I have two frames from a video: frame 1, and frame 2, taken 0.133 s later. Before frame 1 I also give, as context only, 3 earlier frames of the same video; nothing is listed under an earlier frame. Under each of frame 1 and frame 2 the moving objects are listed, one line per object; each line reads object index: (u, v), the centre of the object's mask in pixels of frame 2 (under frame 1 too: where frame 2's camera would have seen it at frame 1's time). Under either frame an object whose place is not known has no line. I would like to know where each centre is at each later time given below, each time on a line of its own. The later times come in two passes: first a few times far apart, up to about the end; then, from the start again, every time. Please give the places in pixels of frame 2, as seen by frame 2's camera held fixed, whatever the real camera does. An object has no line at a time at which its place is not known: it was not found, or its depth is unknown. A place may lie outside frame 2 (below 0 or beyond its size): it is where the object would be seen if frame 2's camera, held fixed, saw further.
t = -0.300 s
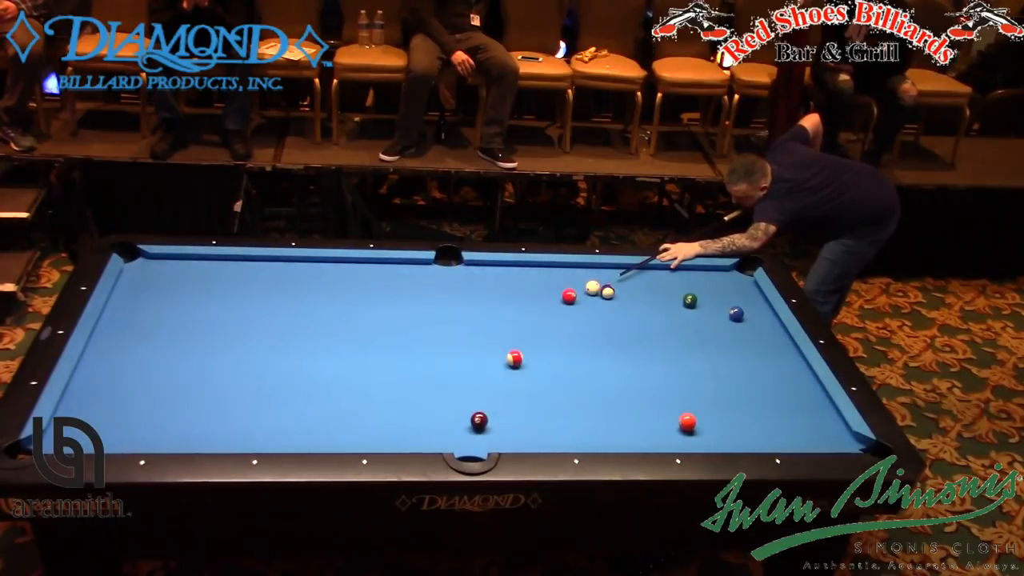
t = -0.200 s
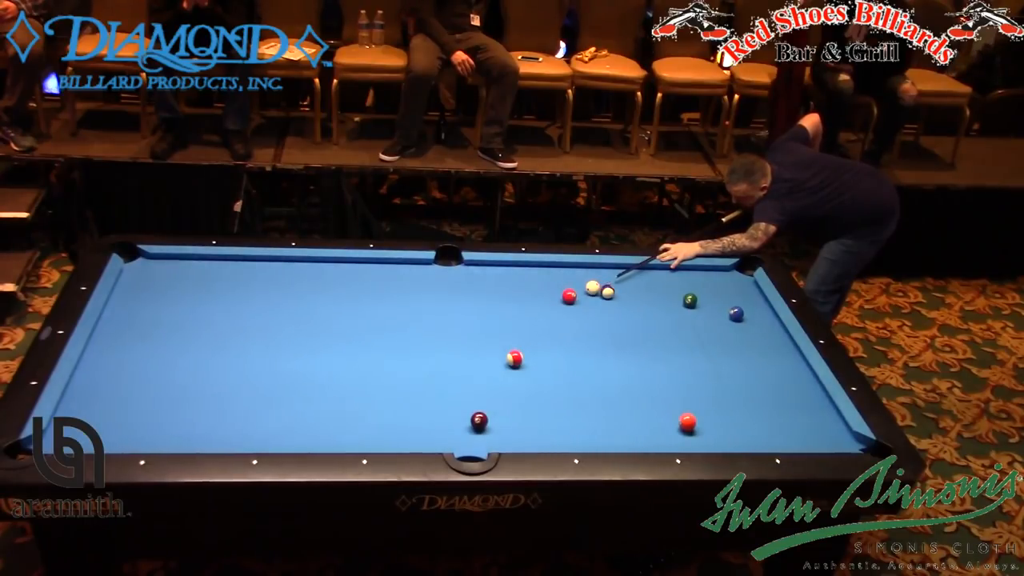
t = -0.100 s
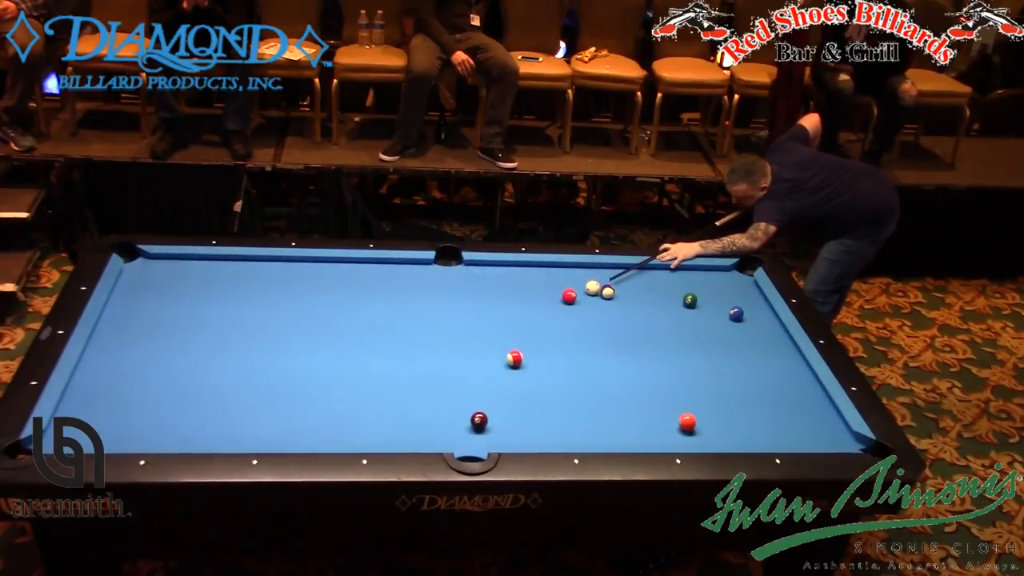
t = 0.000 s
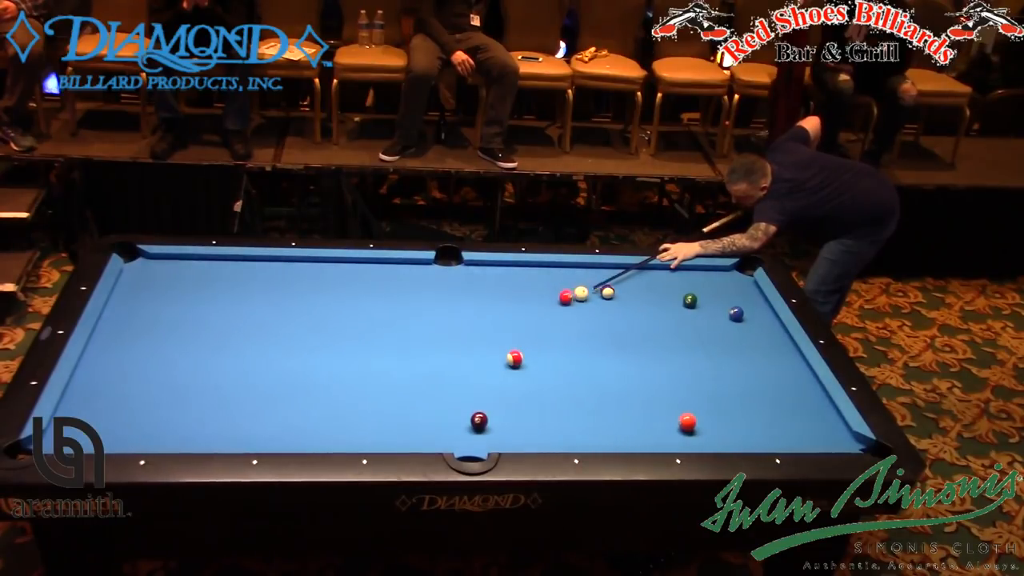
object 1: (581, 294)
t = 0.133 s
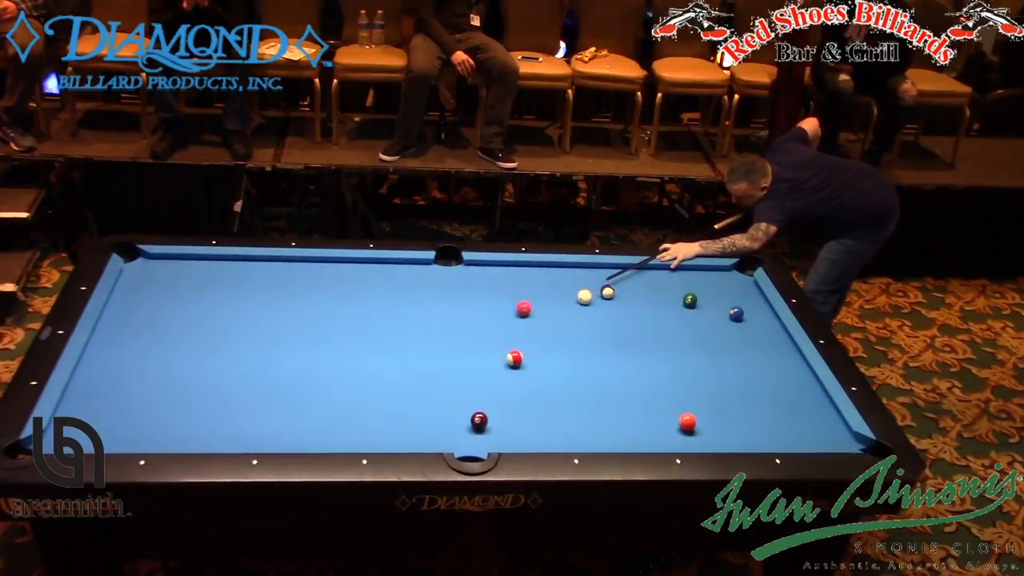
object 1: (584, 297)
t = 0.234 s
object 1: (587, 300)
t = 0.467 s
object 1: (592, 305)
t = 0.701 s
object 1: (598, 310)
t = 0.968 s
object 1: (604, 316)
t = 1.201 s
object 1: (608, 320)
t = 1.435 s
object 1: (612, 323)
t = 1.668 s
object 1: (616, 327)
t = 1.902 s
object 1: (619, 329)
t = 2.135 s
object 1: (621, 331)
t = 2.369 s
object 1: (623, 333)
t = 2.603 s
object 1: (623, 334)
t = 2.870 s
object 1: (624, 334)
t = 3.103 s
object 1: (624, 334)
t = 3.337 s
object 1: (624, 334)
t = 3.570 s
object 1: (624, 334)
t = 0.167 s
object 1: (585, 298)
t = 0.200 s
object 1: (586, 299)
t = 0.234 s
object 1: (587, 300)
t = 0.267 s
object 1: (588, 300)
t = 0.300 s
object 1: (588, 301)
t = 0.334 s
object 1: (589, 302)
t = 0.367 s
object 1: (590, 303)
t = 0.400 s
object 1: (591, 304)
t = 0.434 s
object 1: (592, 304)
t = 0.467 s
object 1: (592, 305)
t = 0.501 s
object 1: (593, 306)
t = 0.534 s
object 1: (594, 307)
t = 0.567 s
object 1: (595, 307)
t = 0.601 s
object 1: (596, 308)
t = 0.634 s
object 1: (597, 309)
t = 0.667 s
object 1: (597, 309)
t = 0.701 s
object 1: (598, 310)
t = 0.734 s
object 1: (599, 311)
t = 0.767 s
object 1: (600, 311)
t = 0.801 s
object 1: (600, 312)
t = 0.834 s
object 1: (601, 313)
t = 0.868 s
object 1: (602, 314)
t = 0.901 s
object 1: (603, 314)
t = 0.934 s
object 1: (603, 315)
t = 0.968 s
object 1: (604, 316)
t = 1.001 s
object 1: (605, 316)
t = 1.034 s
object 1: (605, 317)
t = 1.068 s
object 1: (606, 317)
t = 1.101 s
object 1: (607, 318)
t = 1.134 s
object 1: (607, 318)
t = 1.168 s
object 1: (608, 319)
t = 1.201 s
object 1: (608, 320)
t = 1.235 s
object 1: (609, 320)
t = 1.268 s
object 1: (610, 321)
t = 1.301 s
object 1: (610, 321)
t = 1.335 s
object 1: (611, 322)
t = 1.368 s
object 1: (611, 322)
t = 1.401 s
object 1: (612, 323)
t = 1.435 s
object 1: (612, 323)
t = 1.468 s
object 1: (613, 324)
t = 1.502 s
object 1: (613, 324)
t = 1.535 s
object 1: (614, 325)
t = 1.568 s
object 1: (614, 325)
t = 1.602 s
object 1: (615, 326)
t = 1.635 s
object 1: (615, 326)
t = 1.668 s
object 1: (616, 327)
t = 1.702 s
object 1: (616, 327)
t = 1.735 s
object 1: (617, 327)
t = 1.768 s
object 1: (617, 328)
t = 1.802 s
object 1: (618, 328)
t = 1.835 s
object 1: (618, 328)
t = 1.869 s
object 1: (618, 329)
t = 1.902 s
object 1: (619, 329)
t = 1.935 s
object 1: (619, 329)
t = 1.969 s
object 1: (619, 330)
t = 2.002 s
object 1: (620, 330)
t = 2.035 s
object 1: (620, 330)
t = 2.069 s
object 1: (620, 331)
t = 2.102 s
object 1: (621, 331)
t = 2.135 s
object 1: (621, 331)
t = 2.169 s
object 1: (621, 331)
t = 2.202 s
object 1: (622, 332)
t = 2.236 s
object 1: (622, 332)
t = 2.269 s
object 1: (622, 332)
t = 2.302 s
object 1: (622, 332)
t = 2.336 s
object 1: (622, 333)
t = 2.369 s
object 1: (623, 333)
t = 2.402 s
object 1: (623, 333)
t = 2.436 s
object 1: (623, 333)
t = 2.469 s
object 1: (623, 333)
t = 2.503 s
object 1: (623, 333)
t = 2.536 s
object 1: (623, 333)
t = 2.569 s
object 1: (623, 333)
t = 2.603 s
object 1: (623, 334)
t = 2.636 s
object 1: (624, 334)
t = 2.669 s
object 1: (624, 334)
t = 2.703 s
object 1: (624, 334)
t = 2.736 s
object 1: (624, 334)
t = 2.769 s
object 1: (624, 334)
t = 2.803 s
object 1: (624, 334)
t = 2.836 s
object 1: (624, 334)
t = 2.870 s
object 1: (624, 334)
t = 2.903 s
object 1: (624, 334)
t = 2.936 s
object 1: (624, 334)
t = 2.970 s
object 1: (624, 334)
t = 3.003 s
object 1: (624, 334)
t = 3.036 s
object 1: (625, 334)
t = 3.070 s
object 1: (625, 334)
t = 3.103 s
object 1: (624, 334)
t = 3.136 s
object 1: (624, 334)
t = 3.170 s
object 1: (625, 334)
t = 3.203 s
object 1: (624, 334)
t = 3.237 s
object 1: (625, 334)
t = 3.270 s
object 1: (624, 334)
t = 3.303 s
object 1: (625, 334)
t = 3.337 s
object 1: (624, 334)
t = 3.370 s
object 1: (624, 334)
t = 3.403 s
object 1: (624, 334)
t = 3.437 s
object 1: (624, 334)
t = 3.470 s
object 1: (625, 334)
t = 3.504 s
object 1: (624, 334)
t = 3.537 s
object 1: (625, 334)
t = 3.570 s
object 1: (624, 334)
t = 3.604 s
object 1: (624, 334)
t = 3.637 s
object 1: (624, 334)
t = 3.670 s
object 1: (625, 334)
